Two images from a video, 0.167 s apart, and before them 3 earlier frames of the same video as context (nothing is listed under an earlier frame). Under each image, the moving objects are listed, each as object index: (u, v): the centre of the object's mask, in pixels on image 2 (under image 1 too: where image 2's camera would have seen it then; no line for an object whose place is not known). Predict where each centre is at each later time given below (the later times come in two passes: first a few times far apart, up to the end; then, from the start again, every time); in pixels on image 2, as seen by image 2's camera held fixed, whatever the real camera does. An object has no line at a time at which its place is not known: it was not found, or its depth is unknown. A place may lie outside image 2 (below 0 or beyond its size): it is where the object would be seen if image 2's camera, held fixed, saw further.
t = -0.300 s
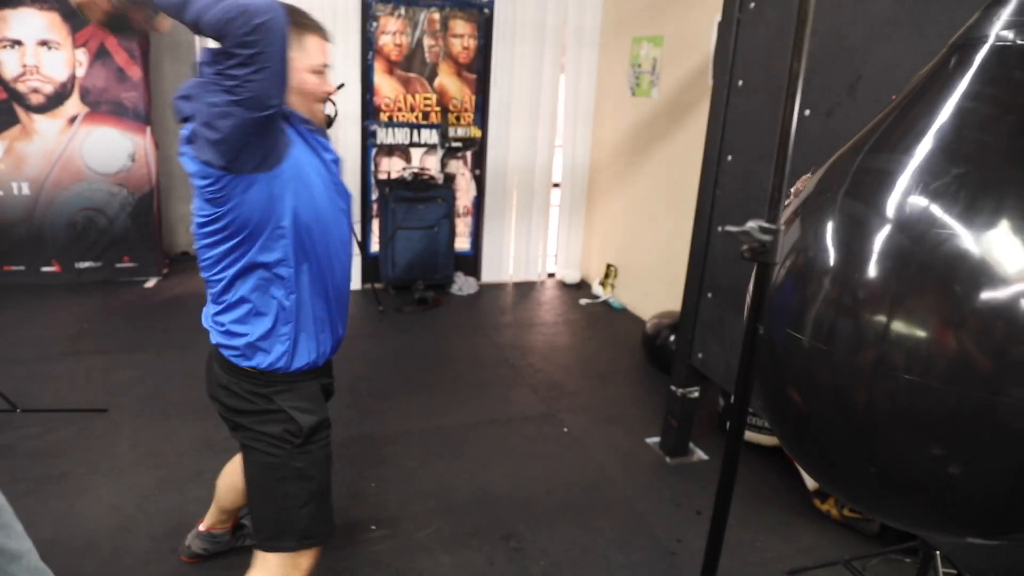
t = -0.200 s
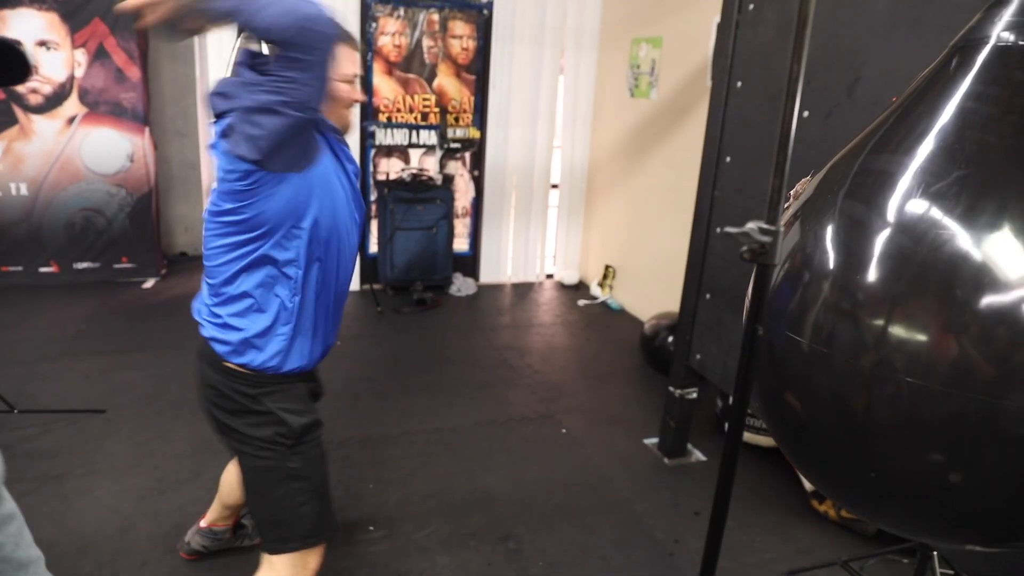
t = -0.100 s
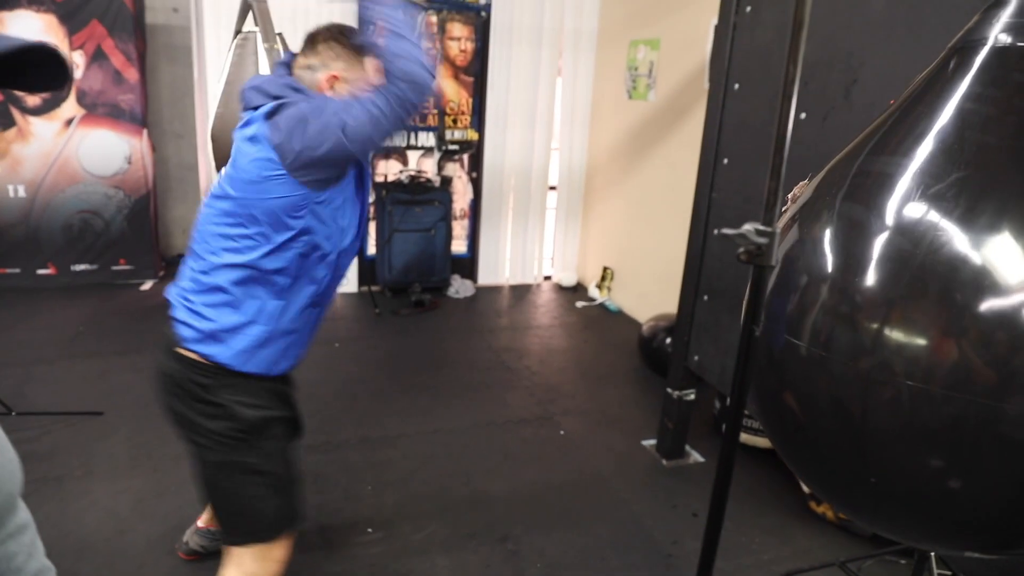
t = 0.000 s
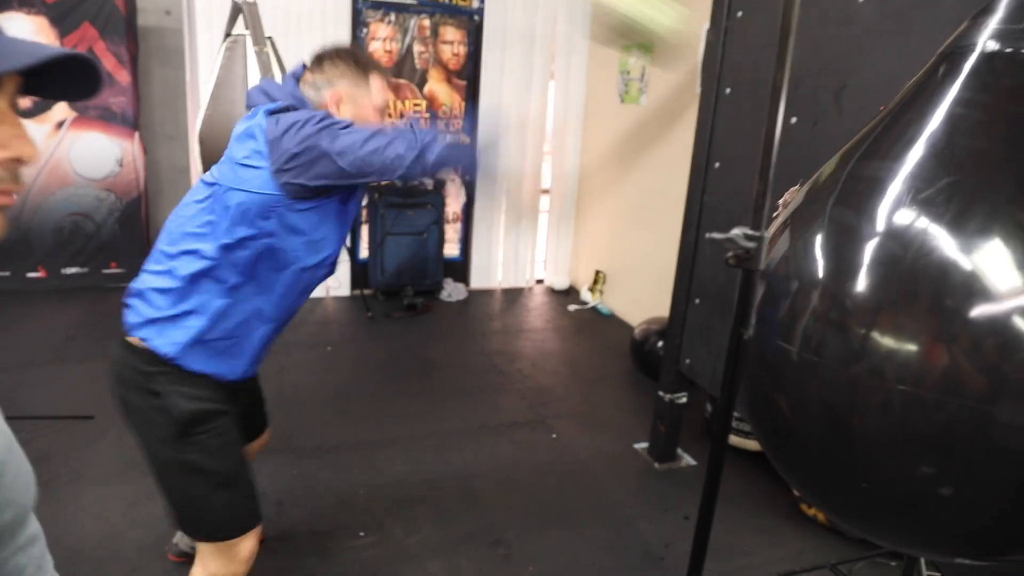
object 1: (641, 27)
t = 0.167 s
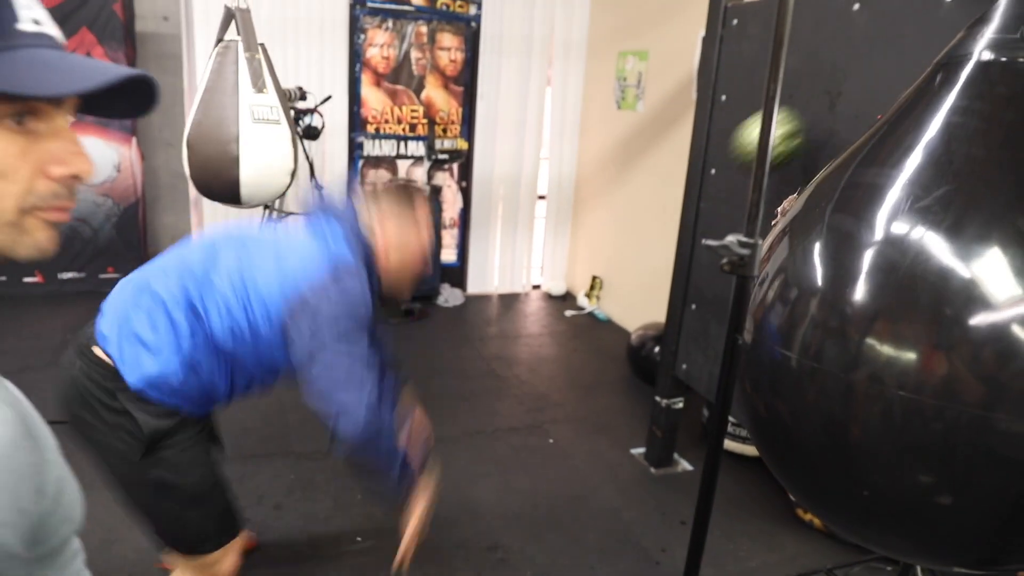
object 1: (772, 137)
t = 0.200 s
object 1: (745, 153)
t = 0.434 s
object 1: (599, 361)
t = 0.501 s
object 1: (552, 450)
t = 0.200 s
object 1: (745, 153)
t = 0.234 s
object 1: (727, 172)
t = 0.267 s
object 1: (712, 193)
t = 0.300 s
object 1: (692, 217)
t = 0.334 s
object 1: (670, 249)
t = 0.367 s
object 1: (645, 282)
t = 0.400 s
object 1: (619, 325)
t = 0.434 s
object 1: (599, 361)
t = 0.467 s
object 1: (576, 404)
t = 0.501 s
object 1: (552, 450)
